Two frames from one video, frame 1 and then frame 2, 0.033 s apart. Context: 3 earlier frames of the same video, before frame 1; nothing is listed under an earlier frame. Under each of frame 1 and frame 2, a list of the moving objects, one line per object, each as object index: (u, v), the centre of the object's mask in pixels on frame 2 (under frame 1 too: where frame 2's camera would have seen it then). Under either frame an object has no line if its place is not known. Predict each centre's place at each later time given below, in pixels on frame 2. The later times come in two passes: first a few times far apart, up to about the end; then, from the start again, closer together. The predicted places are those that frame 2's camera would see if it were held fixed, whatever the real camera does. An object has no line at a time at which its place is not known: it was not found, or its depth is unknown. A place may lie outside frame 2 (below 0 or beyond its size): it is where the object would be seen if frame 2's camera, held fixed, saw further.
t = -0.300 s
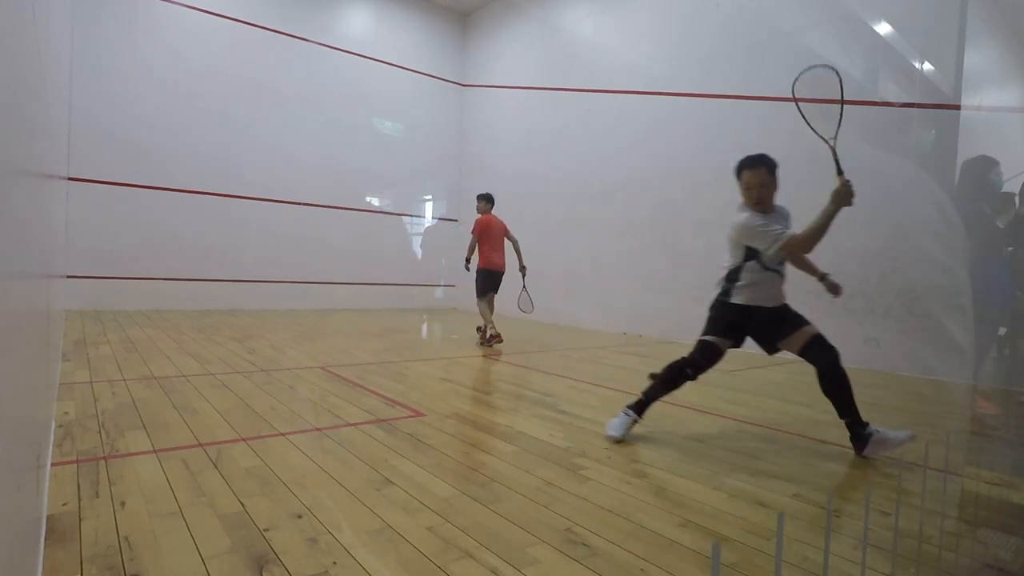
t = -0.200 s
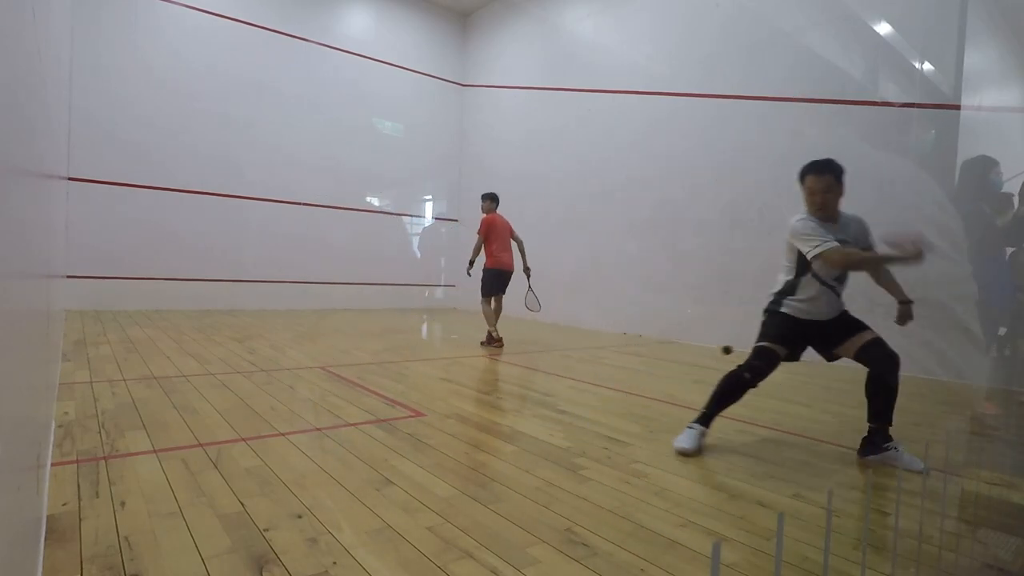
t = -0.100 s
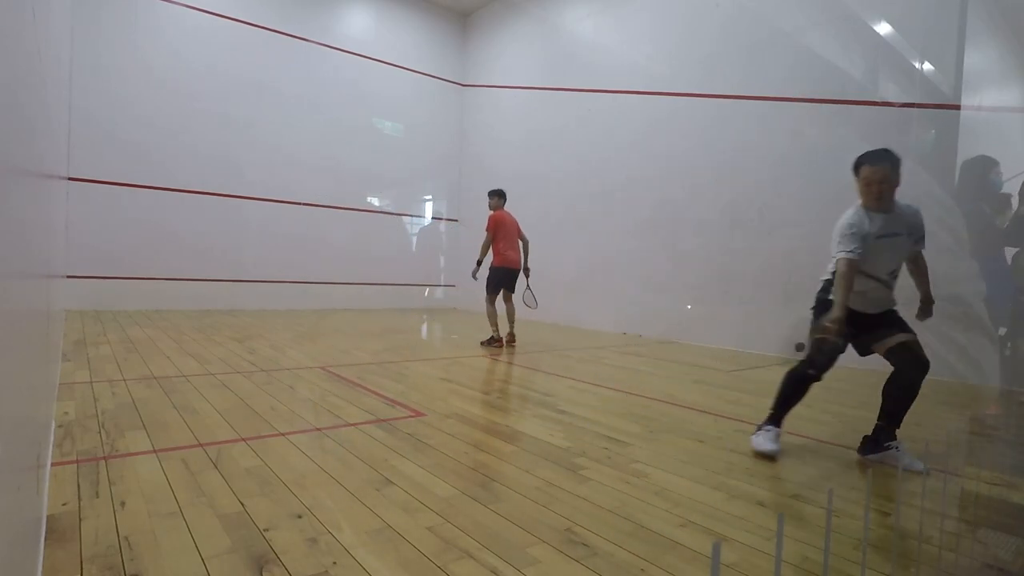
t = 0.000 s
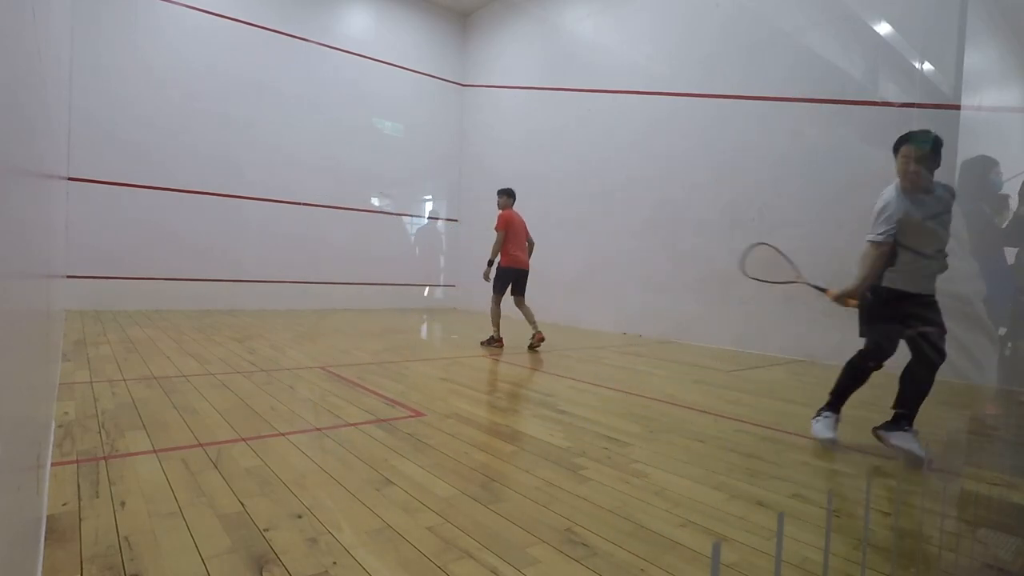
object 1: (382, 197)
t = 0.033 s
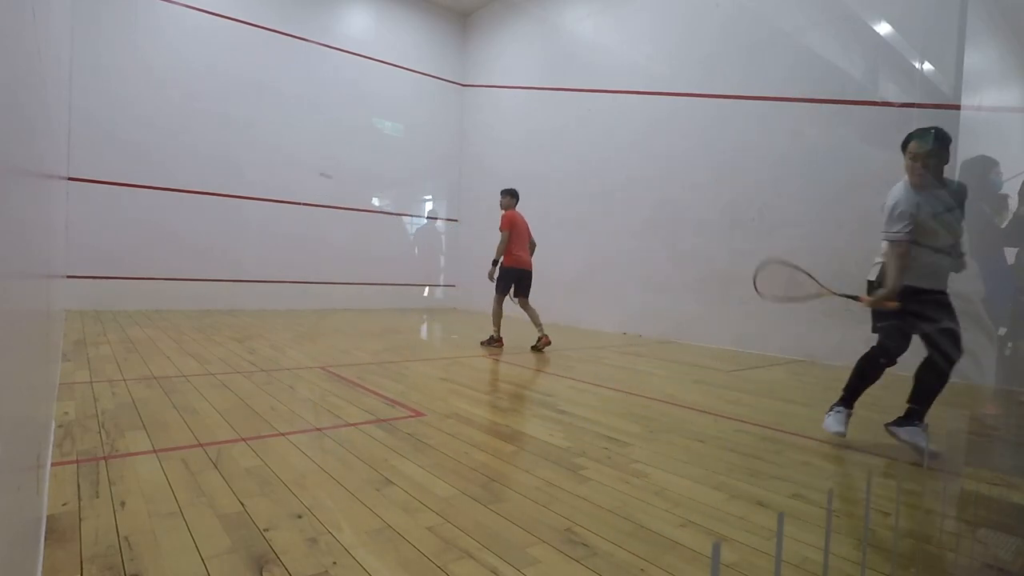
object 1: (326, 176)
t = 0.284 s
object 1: (175, 121)
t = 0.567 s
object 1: (165, 81)
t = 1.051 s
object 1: (88, 258)
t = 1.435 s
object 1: (238, 362)
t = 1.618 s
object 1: (409, 398)
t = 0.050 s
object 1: (301, 168)
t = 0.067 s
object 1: (281, 162)
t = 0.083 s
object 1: (262, 157)
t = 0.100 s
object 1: (246, 153)
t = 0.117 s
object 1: (232, 149)
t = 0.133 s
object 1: (219, 146)
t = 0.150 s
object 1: (207, 144)
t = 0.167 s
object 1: (196, 142)
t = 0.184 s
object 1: (187, 140)
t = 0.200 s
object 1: (178, 139)
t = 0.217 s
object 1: (176, 135)
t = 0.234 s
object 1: (176, 132)
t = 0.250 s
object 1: (176, 128)
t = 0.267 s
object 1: (176, 125)
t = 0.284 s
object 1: (175, 121)
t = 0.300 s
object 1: (175, 118)
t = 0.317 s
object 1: (175, 115)
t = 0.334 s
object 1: (174, 112)
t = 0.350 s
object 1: (174, 108)
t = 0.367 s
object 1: (173, 106)
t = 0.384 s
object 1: (173, 103)
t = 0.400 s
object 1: (172, 100)
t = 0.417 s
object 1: (172, 97)
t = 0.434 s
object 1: (171, 95)
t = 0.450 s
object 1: (171, 93)
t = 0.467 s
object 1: (170, 90)
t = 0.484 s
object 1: (169, 88)
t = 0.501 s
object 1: (169, 87)
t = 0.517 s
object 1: (168, 85)
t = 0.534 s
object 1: (167, 83)
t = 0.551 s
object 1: (166, 82)
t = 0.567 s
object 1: (165, 81)
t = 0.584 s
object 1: (165, 80)
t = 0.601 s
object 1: (163, 79)
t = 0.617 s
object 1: (163, 79)
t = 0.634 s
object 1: (161, 79)
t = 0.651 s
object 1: (160, 79)
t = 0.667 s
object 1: (159, 79)
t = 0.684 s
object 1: (157, 80)
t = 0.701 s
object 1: (156, 81)
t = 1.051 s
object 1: (88, 258)
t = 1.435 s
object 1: (238, 362)
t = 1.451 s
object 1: (251, 359)
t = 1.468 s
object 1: (265, 358)
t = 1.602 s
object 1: (391, 387)
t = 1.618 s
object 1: (409, 398)
